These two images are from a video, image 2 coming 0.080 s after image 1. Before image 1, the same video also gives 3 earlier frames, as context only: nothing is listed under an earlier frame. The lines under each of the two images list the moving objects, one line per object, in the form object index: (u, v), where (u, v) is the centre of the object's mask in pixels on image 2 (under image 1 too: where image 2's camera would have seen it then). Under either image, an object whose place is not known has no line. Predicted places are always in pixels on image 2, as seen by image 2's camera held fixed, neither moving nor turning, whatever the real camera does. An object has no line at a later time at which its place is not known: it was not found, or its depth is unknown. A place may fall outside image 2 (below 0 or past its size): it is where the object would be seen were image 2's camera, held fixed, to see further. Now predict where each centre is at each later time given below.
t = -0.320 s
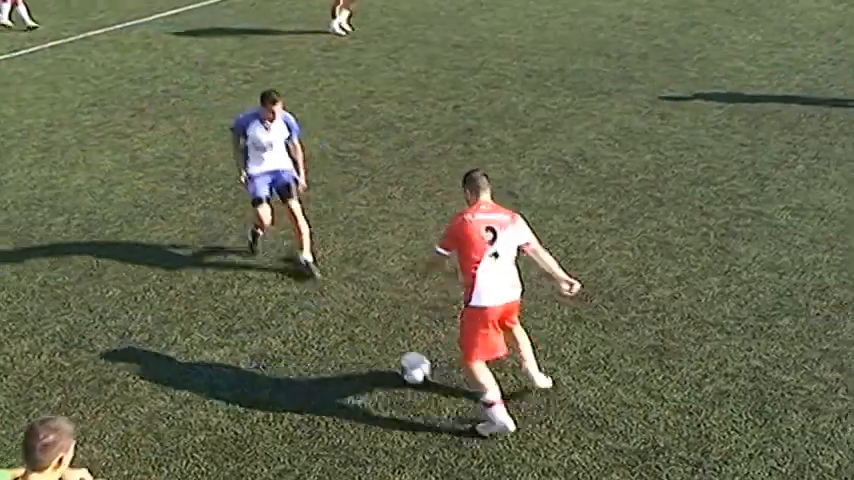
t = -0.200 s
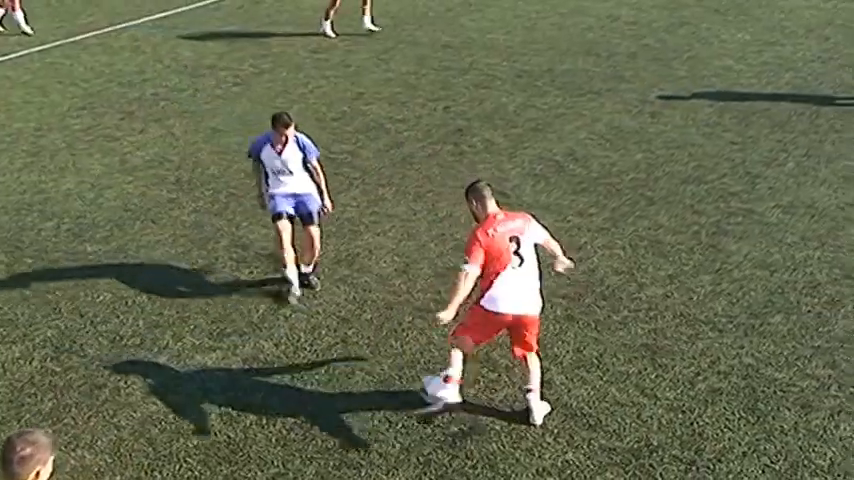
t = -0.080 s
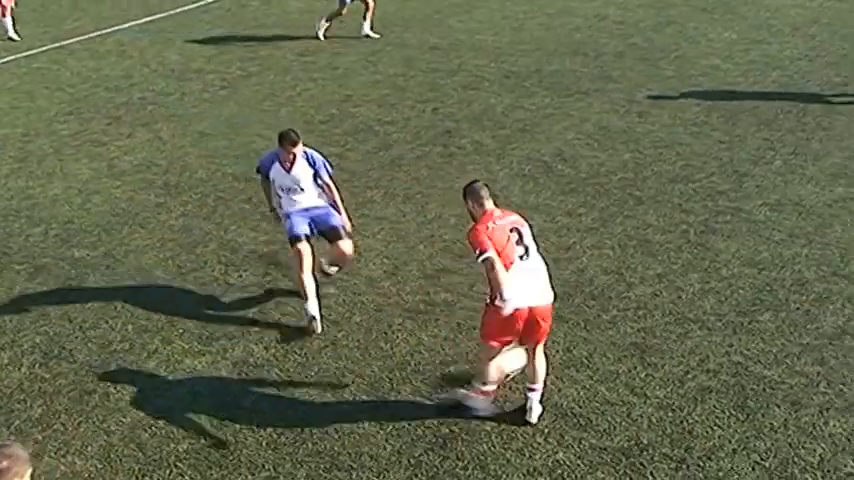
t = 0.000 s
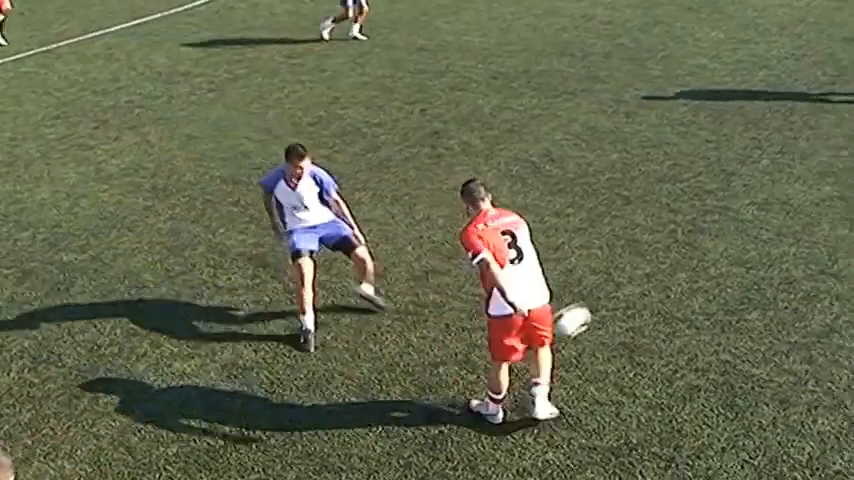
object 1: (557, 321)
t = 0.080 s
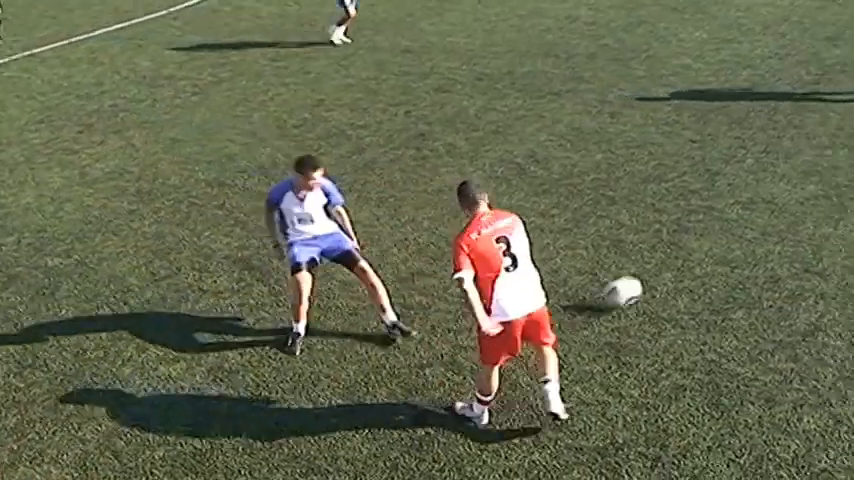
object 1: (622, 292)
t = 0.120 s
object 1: (652, 281)
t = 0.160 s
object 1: (681, 265)
